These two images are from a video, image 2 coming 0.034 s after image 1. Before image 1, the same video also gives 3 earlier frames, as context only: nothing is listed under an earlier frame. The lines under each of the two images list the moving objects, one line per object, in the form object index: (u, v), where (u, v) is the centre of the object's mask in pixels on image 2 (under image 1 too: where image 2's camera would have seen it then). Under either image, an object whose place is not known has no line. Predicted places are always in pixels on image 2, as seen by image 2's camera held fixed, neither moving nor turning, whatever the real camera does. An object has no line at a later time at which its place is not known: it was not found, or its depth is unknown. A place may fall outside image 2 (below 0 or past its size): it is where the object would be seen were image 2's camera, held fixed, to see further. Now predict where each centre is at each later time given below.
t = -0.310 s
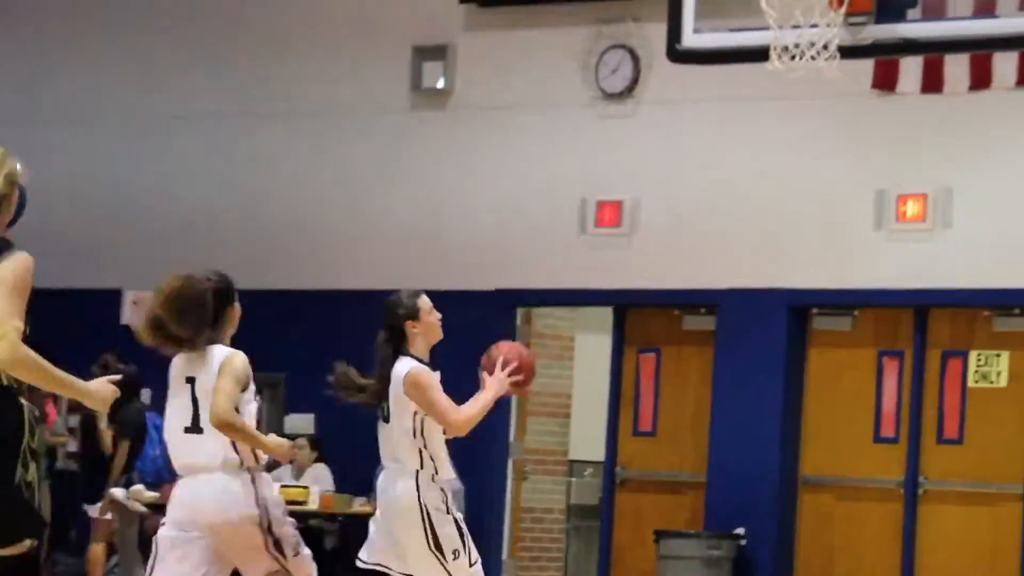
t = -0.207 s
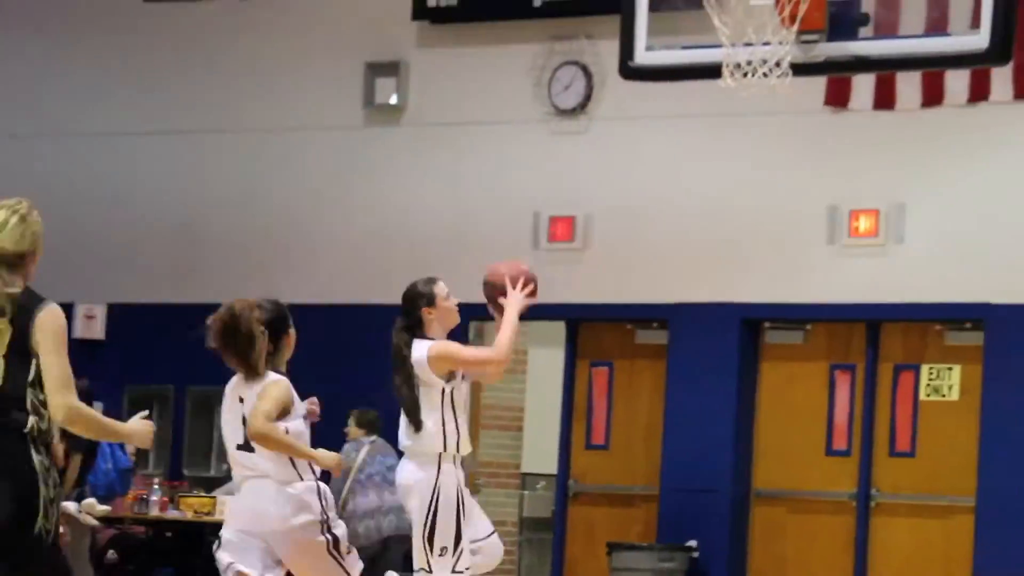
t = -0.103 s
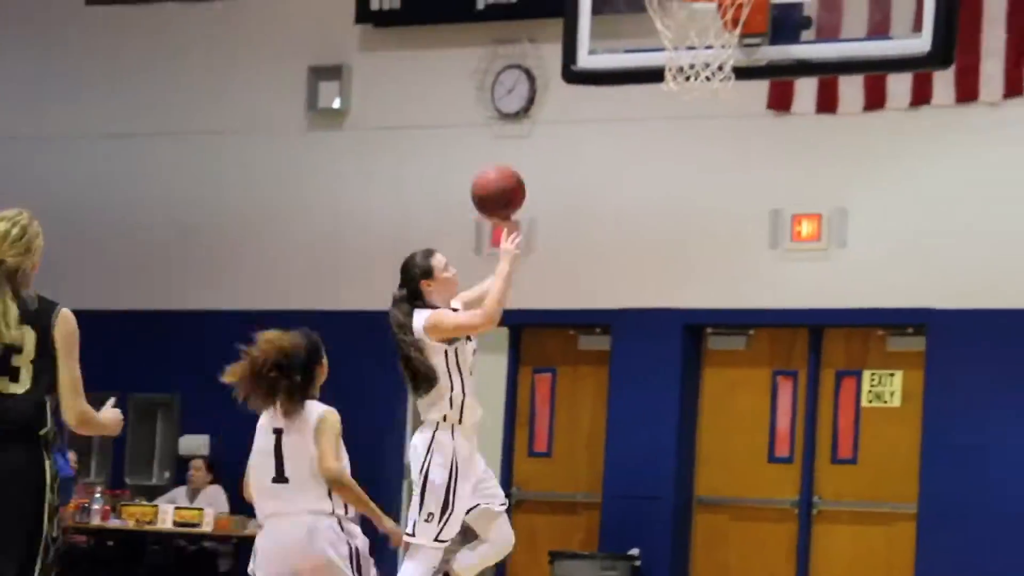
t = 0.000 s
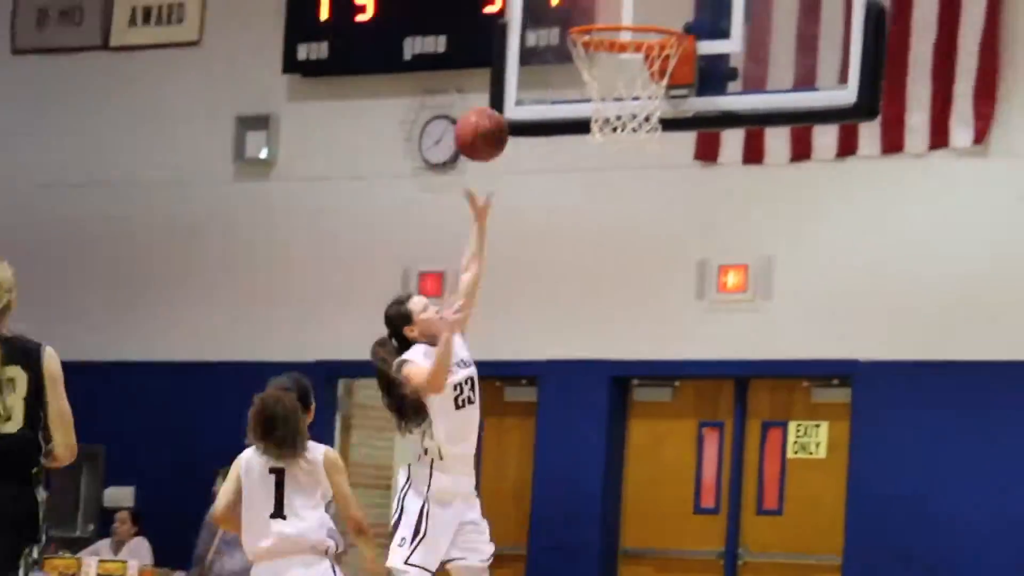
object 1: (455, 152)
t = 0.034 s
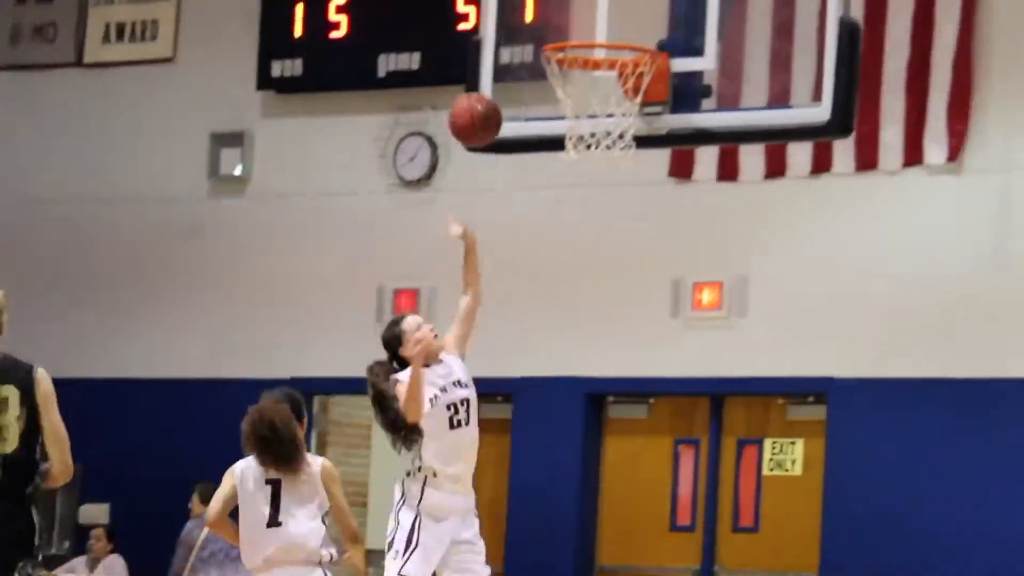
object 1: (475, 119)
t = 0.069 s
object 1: (495, 89)
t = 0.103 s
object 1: (514, 62)
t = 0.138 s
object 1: (530, 35)
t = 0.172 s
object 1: (553, 16)
